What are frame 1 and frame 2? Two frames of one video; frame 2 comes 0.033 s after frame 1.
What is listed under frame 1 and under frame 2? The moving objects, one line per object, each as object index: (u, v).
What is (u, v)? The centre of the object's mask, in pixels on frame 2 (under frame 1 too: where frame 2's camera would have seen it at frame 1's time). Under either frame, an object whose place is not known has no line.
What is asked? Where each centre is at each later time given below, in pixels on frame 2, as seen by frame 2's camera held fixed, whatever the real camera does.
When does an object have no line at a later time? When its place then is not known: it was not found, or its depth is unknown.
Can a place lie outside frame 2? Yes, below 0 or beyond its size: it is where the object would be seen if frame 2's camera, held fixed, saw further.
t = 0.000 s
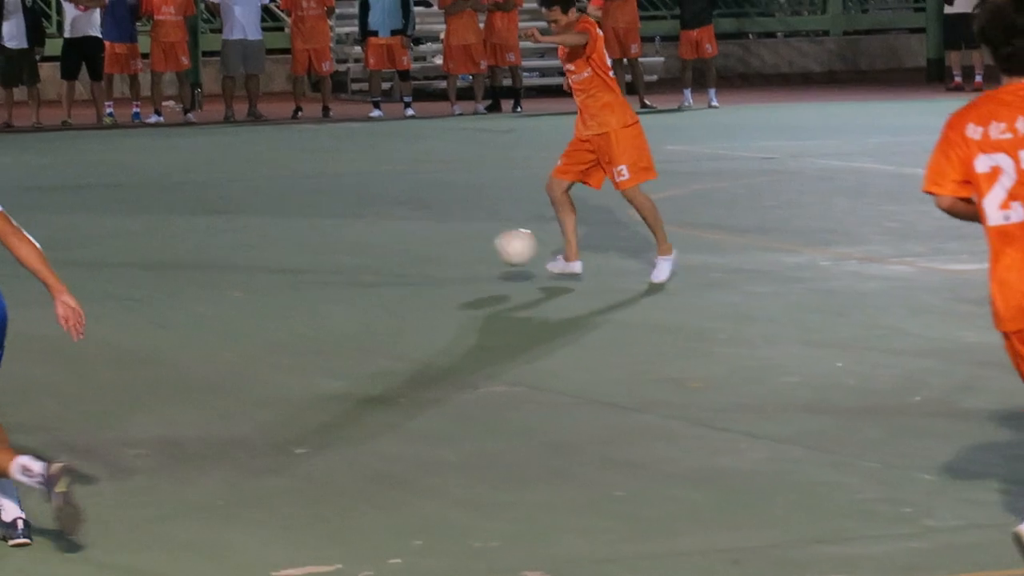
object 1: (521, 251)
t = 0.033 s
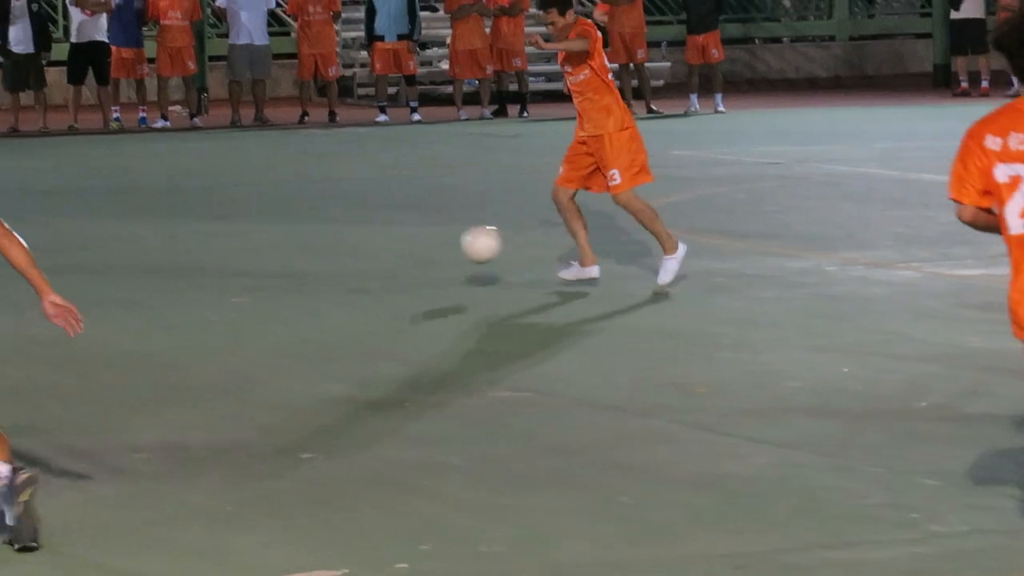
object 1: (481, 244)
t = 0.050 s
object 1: (462, 240)
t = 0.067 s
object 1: (441, 238)
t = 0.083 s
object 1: (421, 235)
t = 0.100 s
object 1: (402, 234)
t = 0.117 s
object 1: (381, 233)
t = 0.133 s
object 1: (360, 233)
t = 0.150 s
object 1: (341, 232)
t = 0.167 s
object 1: (319, 232)
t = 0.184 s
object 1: (299, 233)
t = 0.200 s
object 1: (279, 234)
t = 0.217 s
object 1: (258, 237)
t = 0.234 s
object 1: (237, 239)
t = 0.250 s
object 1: (217, 241)
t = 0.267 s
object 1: (195, 245)
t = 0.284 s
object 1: (174, 249)
